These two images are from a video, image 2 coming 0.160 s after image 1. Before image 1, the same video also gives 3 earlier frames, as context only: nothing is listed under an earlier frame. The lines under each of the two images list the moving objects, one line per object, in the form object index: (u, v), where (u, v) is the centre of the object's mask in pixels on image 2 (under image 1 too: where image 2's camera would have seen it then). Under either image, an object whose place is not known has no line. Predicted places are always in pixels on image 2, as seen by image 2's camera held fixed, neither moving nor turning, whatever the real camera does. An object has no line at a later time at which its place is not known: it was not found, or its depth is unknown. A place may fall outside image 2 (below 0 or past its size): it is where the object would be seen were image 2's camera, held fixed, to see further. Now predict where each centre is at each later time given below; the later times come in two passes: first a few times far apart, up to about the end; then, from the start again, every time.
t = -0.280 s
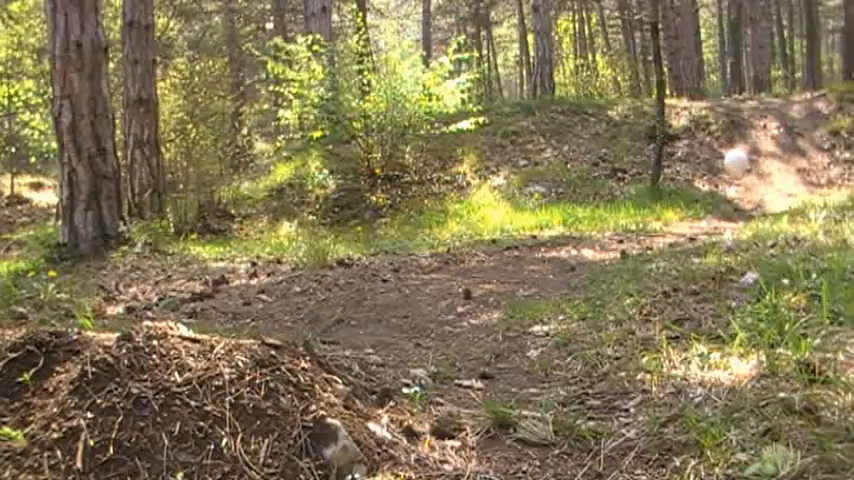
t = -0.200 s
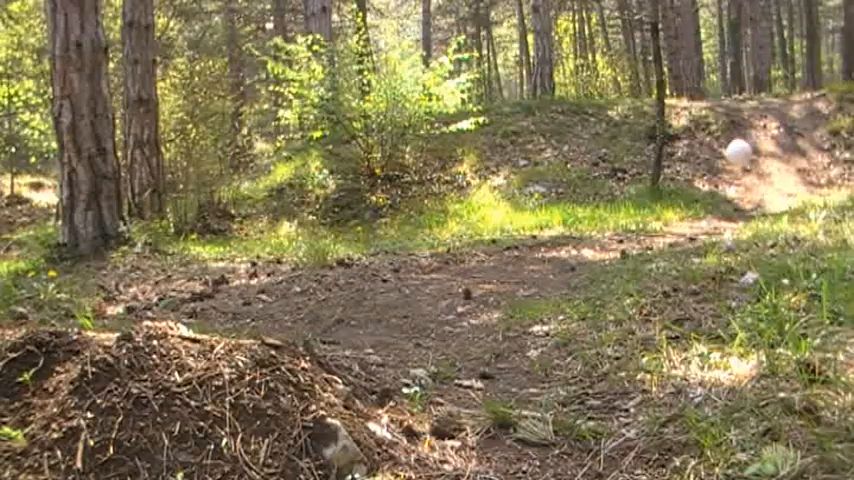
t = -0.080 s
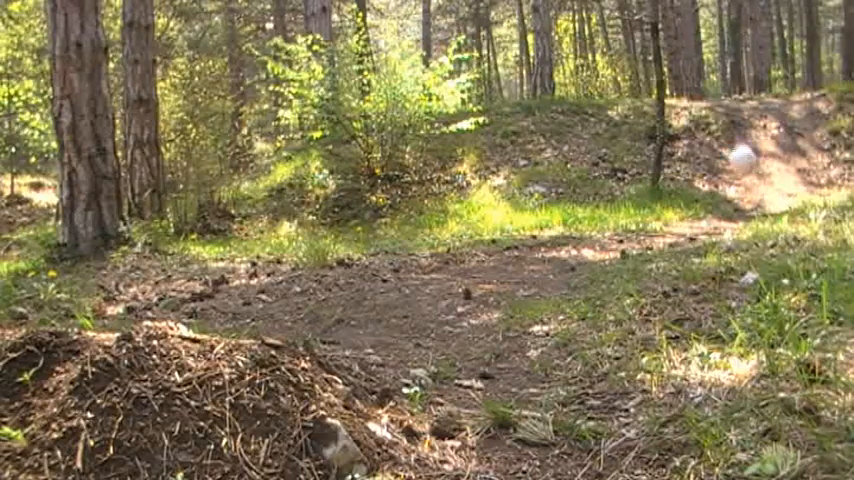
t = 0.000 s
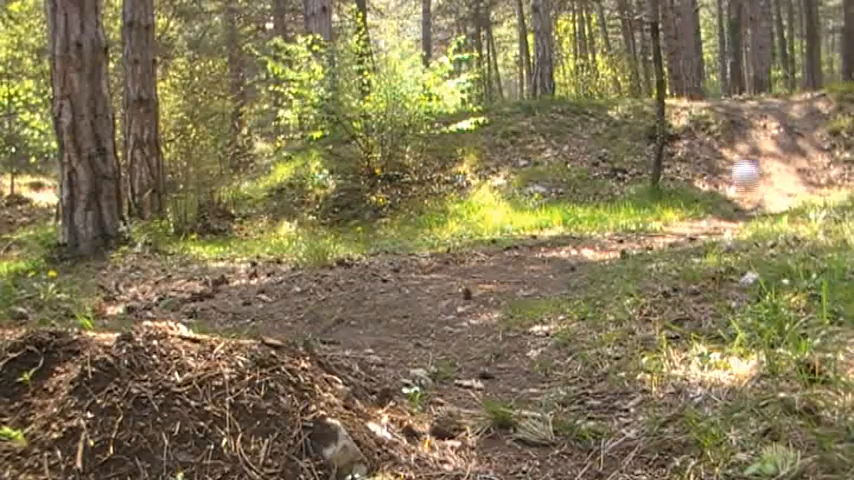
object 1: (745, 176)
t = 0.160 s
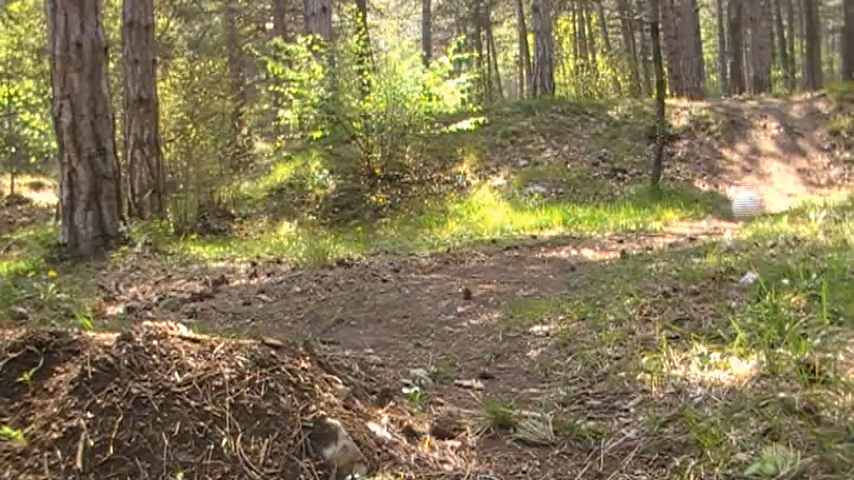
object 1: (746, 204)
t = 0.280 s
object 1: (732, 177)
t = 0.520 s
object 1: (703, 182)
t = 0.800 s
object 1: (647, 155)
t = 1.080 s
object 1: (567, 167)
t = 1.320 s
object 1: (455, 236)
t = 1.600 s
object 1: (219, 272)
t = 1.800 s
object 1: (17, 289)
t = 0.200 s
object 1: (741, 193)
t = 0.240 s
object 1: (735, 184)
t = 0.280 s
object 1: (732, 177)
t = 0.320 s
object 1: (728, 171)
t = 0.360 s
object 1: (724, 168)
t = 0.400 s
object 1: (719, 168)
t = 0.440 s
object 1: (713, 171)
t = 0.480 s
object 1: (708, 175)
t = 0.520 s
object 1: (703, 182)
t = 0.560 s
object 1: (698, 191)
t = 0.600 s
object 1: (694, 205)
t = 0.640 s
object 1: (686, 211)
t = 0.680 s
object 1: (677, 194)
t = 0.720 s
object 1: (668, 179)
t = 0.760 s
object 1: (659, 166)
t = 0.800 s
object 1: (647, 155)
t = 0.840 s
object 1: (638, 149)
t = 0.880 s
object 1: (628, 144)
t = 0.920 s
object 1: (618, 141)
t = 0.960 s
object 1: (605, 140)
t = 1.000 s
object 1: (593, 147)
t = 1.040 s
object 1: (581, 154)
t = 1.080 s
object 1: (567, 167)
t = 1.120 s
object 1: (554, 181)
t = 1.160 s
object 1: (540, 203)
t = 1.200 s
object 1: (524, 230)
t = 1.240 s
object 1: (506, 261)
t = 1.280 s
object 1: (484, 251)
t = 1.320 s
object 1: (455, 236)
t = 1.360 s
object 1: (427, 224)
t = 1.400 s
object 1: (396, 221)
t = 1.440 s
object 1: (368, 221)
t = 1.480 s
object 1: (334, 225)
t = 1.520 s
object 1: (298, 232)
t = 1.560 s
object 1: (260, 247)
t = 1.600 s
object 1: (219, 272)
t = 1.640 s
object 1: (182, 294)
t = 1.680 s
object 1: (129, 296)
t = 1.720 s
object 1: (81, 291)
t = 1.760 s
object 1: (44, 287)
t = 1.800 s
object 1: (17, 289)
